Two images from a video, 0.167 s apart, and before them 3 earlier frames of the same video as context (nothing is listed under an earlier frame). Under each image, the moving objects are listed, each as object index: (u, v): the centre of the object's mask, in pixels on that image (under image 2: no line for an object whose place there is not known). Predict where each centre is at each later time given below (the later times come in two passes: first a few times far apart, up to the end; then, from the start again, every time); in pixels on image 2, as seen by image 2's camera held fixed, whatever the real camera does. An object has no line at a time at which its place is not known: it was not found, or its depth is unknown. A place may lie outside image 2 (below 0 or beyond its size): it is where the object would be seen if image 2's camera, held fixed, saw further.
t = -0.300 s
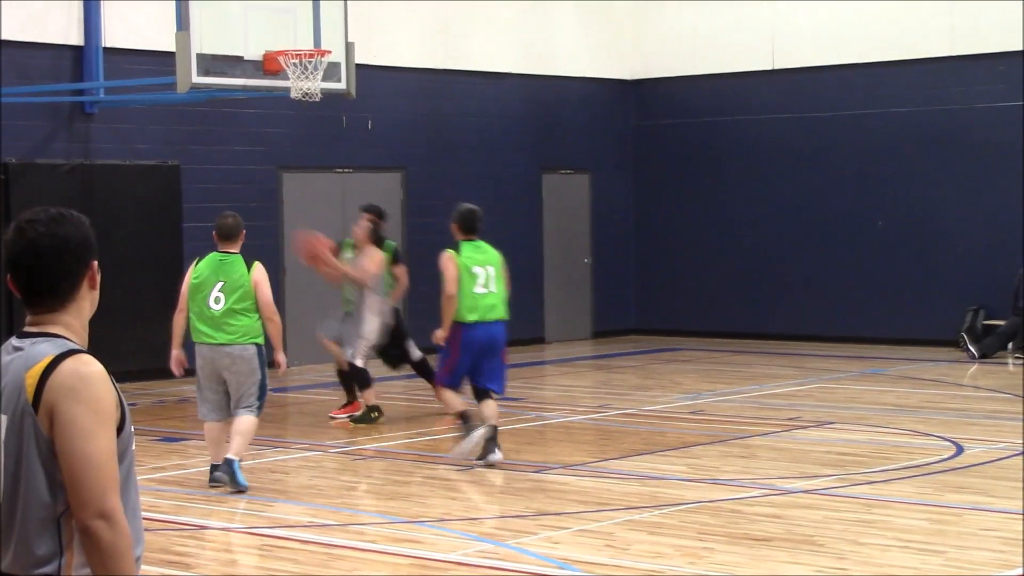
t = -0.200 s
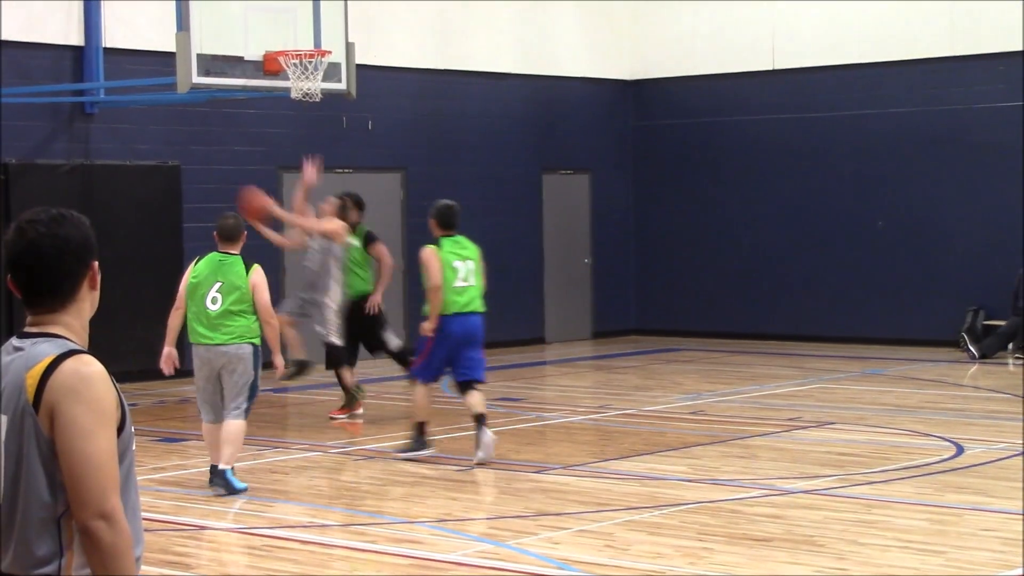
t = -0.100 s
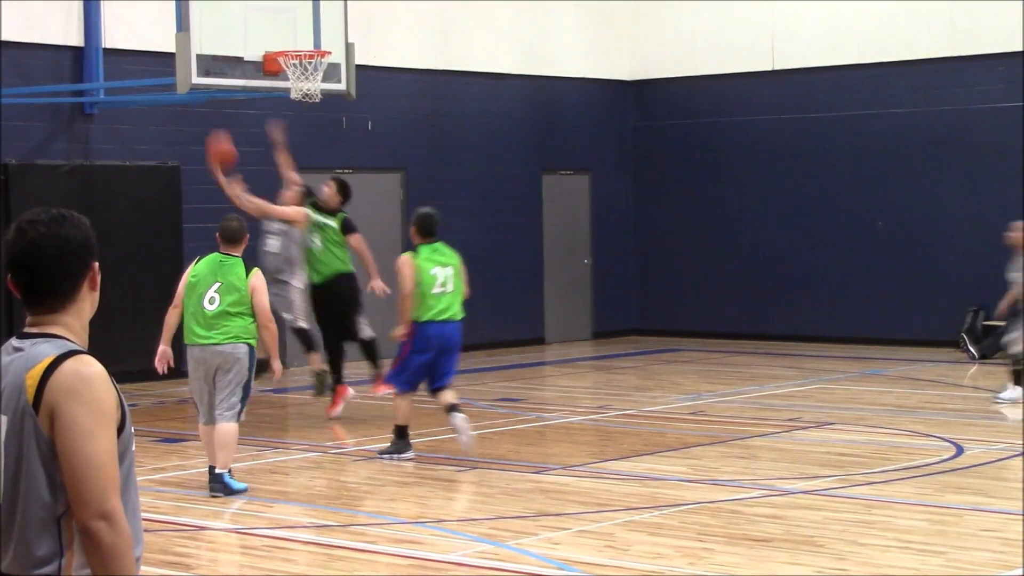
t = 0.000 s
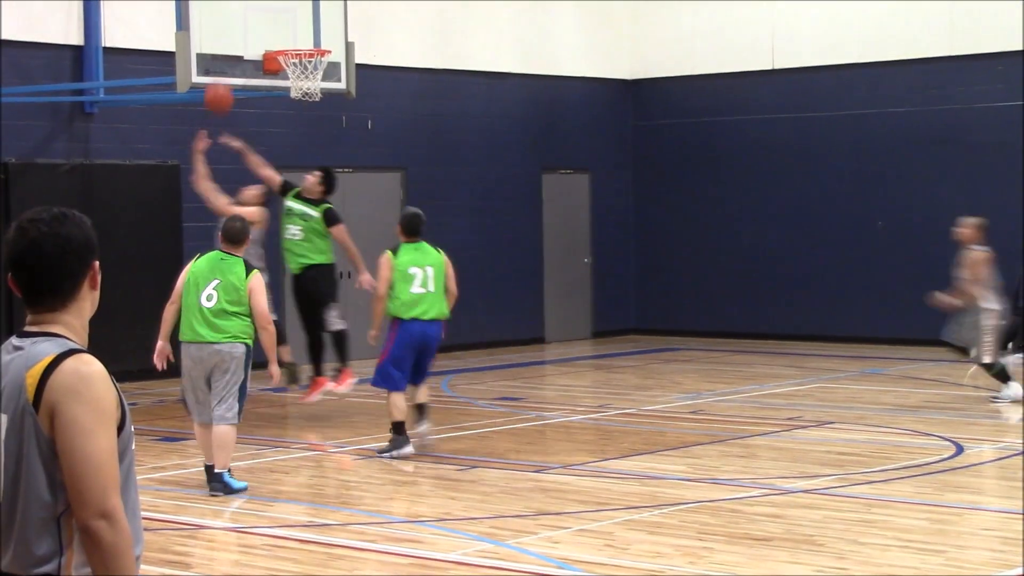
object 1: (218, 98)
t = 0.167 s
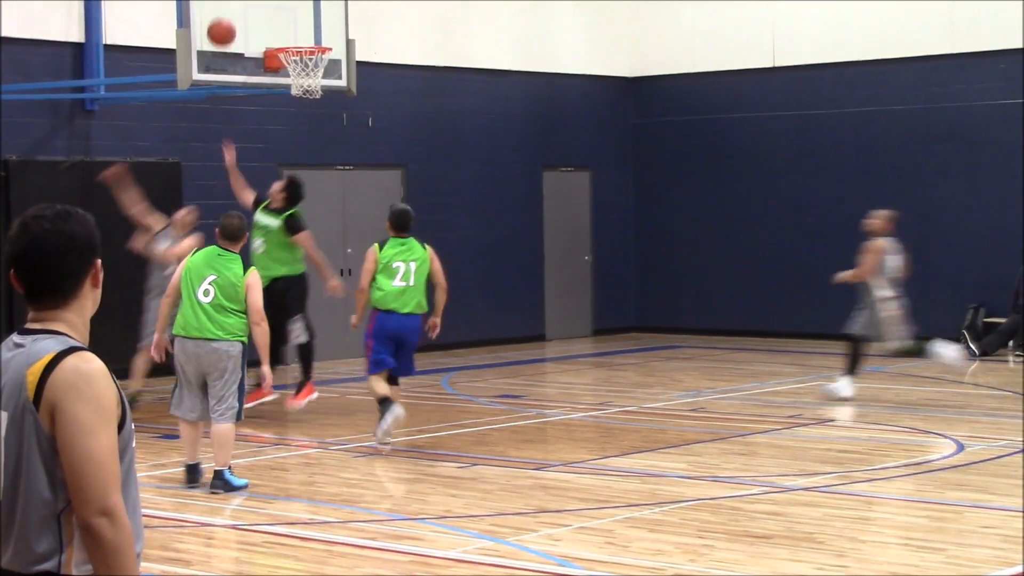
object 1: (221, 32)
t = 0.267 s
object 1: (240, 16)
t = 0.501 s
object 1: (290, 24)
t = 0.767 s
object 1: (310, 37)
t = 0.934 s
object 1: (317, 71)
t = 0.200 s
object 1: (226, 26)
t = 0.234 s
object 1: (233, 20)
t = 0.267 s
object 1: (240, 16)
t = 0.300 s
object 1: (247, 14)
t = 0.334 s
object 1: (254, 13)
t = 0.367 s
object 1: (261, 12)
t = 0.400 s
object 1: (268, 13)
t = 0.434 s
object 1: (275, 15)
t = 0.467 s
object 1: (282, 19)
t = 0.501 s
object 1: (290, 24)
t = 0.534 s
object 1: (297, 30)
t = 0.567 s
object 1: (300, 32)
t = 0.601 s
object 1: (301, 30)
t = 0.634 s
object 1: (302, 30)
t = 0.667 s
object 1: (304, 31)
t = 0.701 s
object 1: (306, 33)
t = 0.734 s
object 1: (308, 35)
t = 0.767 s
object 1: (310, 37)
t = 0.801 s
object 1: (313, 44)
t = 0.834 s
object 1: (313, 56)
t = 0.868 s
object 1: (315, 60)
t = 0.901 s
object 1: (316, 66)
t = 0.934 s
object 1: (317, 71)
